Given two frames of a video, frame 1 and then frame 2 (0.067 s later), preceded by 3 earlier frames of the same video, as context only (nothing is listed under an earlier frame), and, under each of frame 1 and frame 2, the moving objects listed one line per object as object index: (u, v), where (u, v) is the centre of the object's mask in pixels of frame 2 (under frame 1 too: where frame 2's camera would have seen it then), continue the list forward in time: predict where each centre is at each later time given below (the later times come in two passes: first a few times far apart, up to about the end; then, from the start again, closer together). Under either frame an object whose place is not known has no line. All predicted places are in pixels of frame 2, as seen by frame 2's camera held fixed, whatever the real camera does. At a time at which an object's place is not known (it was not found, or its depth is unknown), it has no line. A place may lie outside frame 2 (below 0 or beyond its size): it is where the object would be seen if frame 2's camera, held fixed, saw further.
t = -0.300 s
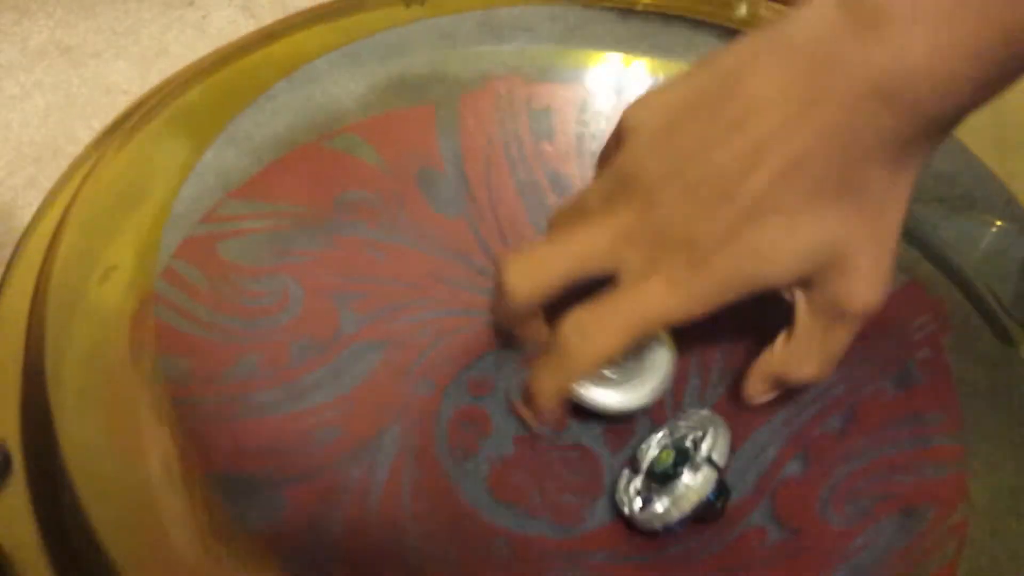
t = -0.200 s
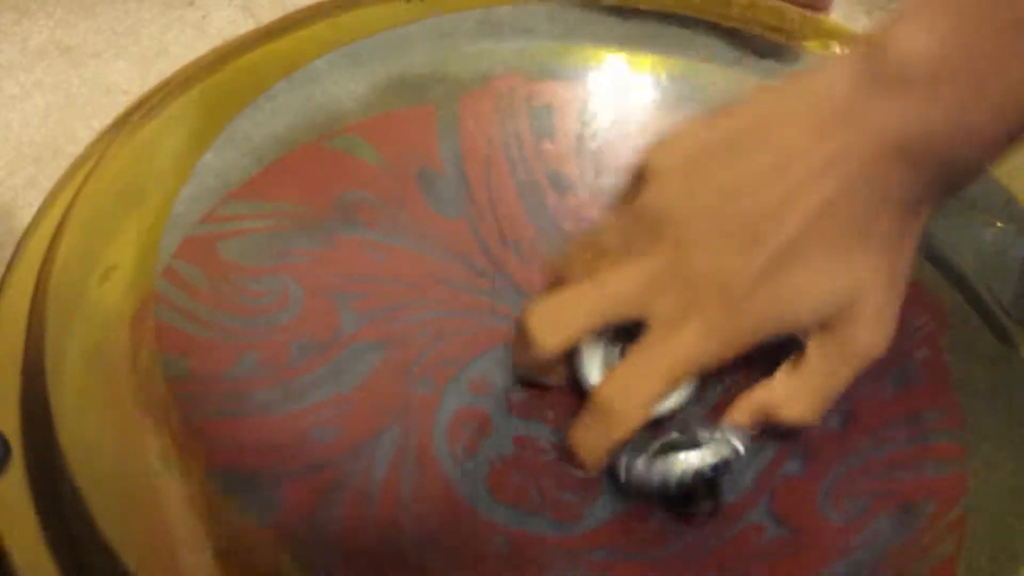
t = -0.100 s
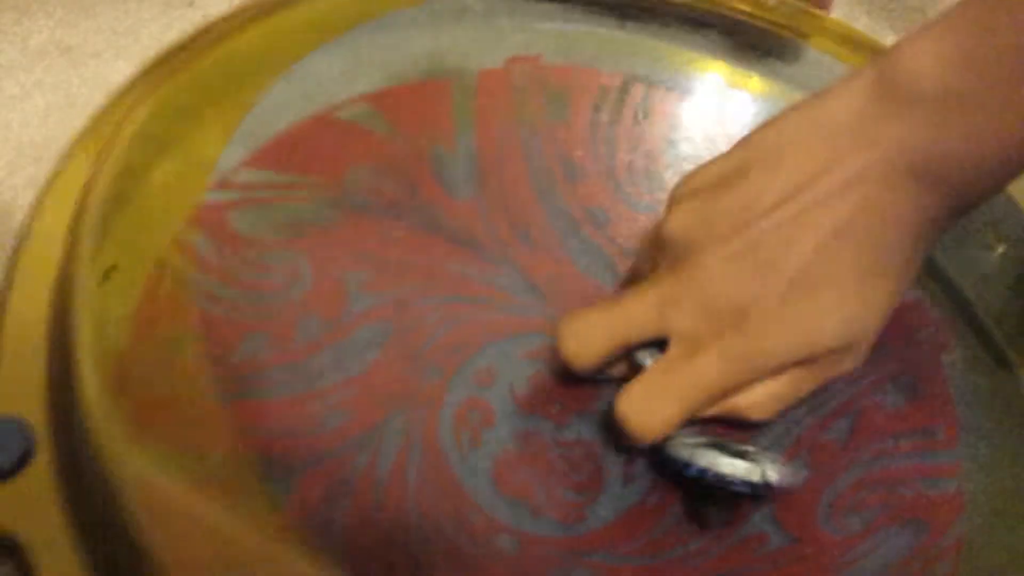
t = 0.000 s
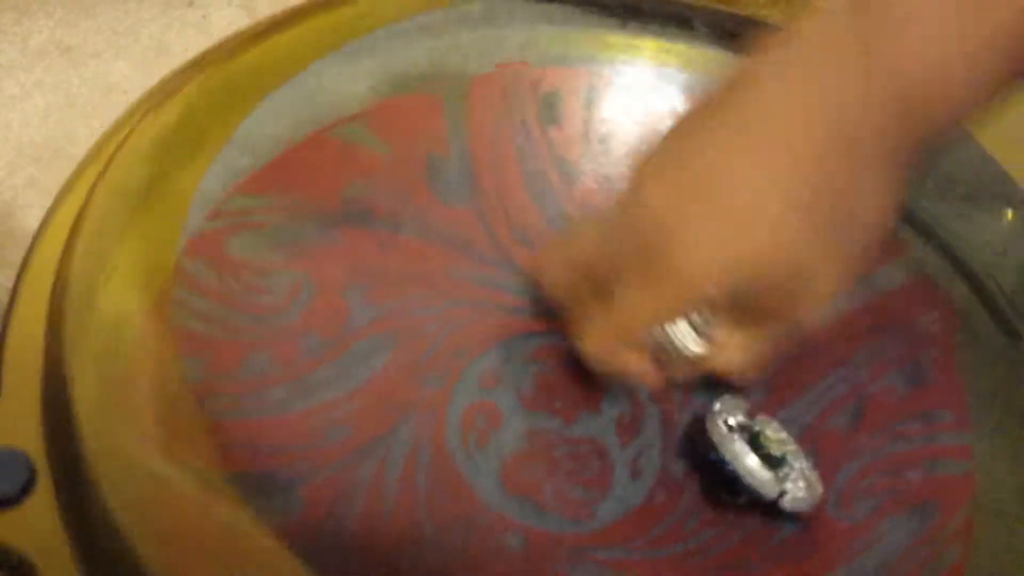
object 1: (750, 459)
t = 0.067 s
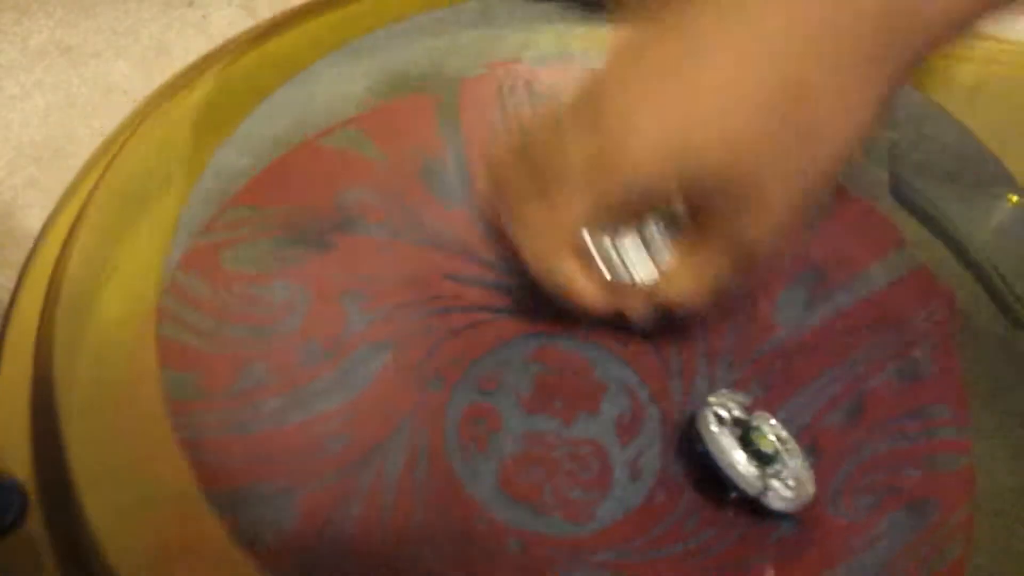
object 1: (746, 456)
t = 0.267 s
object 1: (688, 436)
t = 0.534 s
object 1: (646, 443)
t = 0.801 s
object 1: (633, 478)
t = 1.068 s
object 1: (641, 495)
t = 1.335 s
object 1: (640, 494)
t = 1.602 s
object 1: (630, 472)
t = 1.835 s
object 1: (633, 467)
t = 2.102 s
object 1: (632, 467)
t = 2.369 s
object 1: (632, 467)
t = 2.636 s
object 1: (632, 467)
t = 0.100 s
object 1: (738, 454)
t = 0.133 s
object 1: (729, 451)
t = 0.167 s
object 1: (720, 448)
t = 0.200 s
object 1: (710, 444)
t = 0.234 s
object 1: (702, 441)
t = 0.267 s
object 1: (688, 436)
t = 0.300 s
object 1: (681, 436)
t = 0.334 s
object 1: (673, 436)
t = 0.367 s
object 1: (666, 436)
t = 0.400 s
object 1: (660, 437)
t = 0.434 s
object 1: (656, 438)
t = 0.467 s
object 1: (651, 440)
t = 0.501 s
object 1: (648, 442)
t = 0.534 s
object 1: (646, 443)
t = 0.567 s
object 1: (643, 446)
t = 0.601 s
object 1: (641, 448)
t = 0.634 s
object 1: (638, 451)
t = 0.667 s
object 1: (635, 456)
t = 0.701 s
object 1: (635, 458)
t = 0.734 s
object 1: (633, 463)
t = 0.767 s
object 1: (632, 470)
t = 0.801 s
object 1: (633, 478)
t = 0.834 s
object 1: (634, 483)
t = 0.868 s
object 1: (635, 486)
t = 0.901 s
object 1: (637, 489)
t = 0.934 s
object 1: (638, 490)
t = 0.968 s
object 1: (639, 492)
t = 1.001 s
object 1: (640, 493)
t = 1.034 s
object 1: (640, 494)
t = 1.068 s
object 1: (641, 495)
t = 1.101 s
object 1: (641, 495)
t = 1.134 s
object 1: (641, 495)
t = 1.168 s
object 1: (641, 495)
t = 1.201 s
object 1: (641, 495)
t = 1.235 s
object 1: (641, 495)
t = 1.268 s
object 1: (641, 495)
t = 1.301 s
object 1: (641, 495)
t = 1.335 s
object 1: (640, 494)
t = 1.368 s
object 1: (639, 493)
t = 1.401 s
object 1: (639, 492)
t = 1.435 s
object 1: (638, 490)
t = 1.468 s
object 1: (637, 488)
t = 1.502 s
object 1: (636, 486)
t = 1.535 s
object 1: (634, 483)
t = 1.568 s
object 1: (632, 479)
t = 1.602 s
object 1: (630, 472)
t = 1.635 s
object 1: (631, 468)
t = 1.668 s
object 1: (632, 467)
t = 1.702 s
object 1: (633, 468)
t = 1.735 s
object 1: (632, 467)
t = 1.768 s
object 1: (633, 467)
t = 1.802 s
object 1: (633, 467)
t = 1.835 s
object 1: (633, 467)
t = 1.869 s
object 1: (633, 467)
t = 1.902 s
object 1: (633, 467)
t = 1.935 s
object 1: (633, 467)
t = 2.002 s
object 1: (632, 467)
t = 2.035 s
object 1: (632, 467)
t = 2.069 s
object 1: (632, 467)
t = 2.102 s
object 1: (632, 467)
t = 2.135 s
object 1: (632, 467)
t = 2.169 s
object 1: (632, 467)
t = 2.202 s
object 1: (632, 467)
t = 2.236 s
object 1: (632, 467)
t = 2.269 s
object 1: (632, 467)
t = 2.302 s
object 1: (632, 467)
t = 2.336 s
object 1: (632, 467)
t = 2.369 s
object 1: (632, 467)
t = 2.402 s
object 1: (632, 467)
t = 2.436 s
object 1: (632, 467)
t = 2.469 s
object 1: (632, 467)
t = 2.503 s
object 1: (632, 467)
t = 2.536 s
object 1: (632, 467)
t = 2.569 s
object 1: (632, 467)
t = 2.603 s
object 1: (632, 467)
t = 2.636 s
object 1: (632, 467)
